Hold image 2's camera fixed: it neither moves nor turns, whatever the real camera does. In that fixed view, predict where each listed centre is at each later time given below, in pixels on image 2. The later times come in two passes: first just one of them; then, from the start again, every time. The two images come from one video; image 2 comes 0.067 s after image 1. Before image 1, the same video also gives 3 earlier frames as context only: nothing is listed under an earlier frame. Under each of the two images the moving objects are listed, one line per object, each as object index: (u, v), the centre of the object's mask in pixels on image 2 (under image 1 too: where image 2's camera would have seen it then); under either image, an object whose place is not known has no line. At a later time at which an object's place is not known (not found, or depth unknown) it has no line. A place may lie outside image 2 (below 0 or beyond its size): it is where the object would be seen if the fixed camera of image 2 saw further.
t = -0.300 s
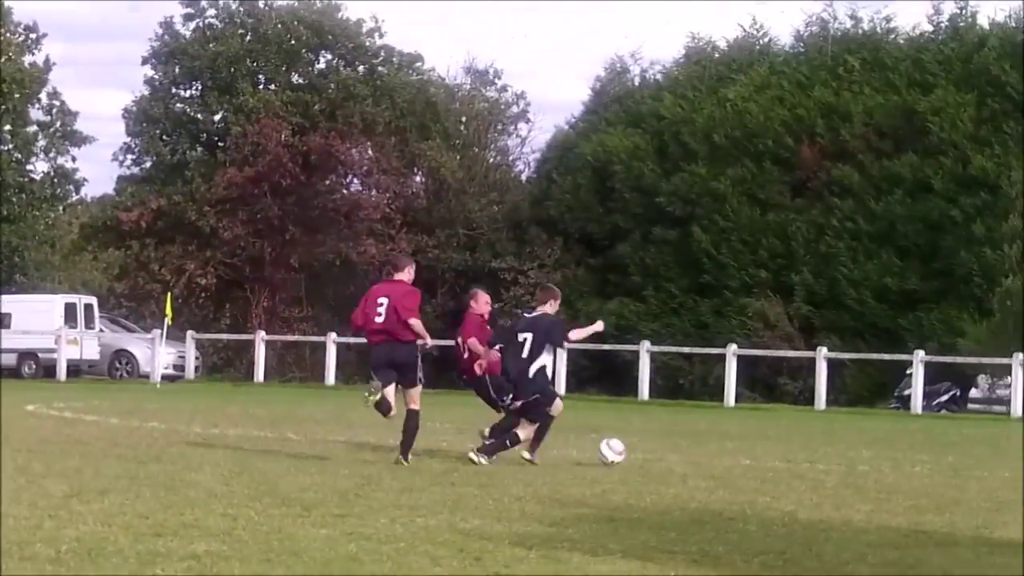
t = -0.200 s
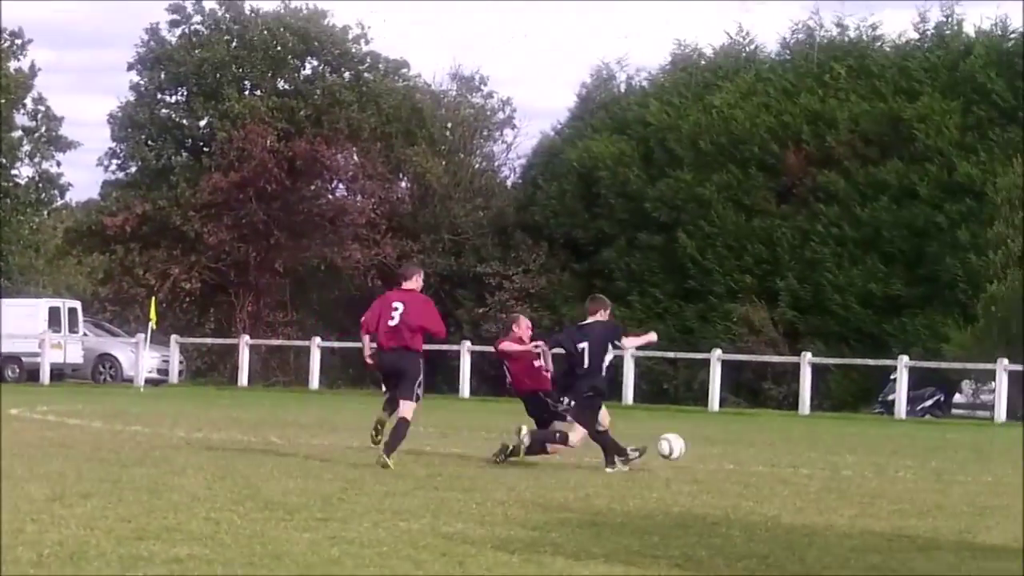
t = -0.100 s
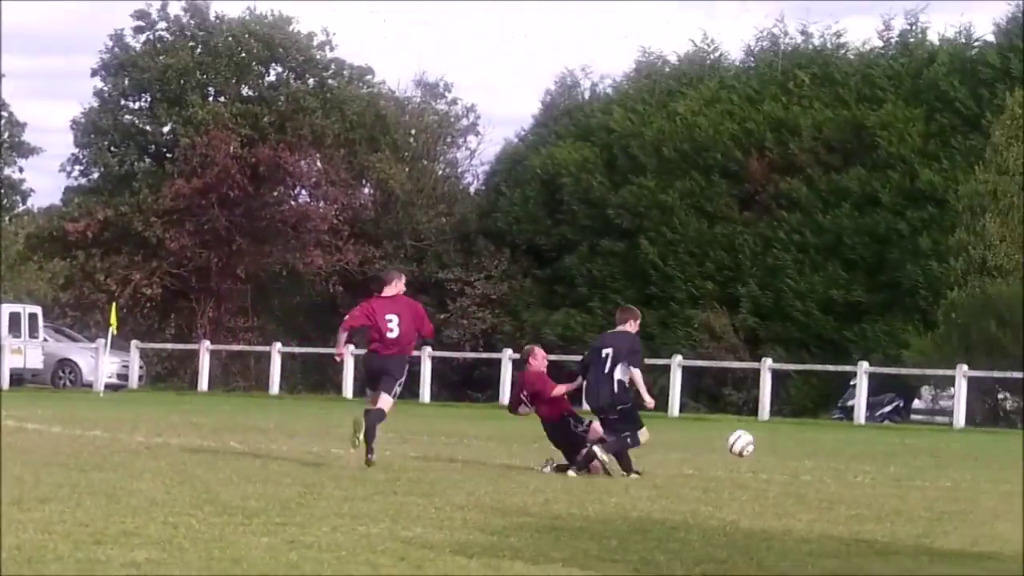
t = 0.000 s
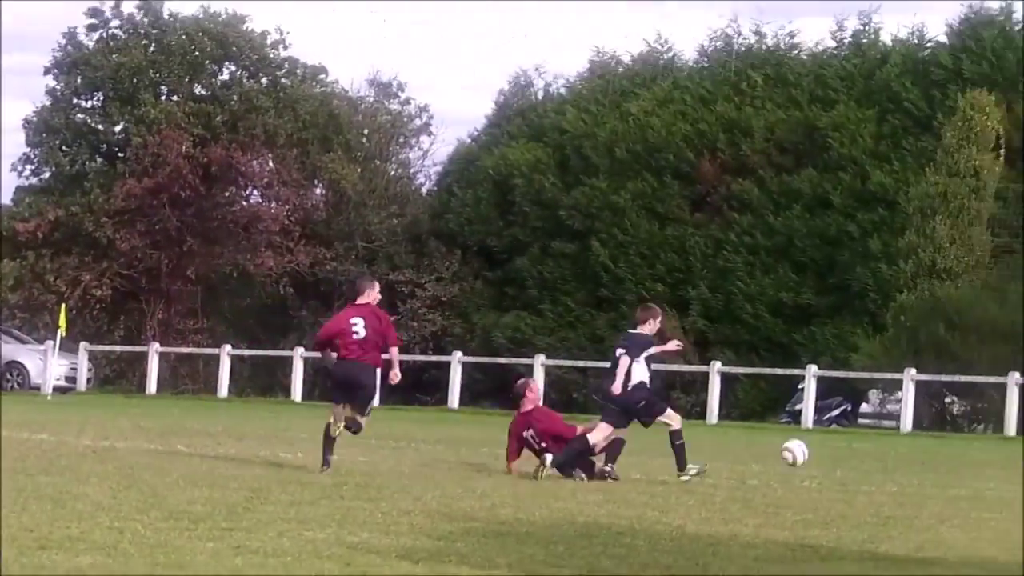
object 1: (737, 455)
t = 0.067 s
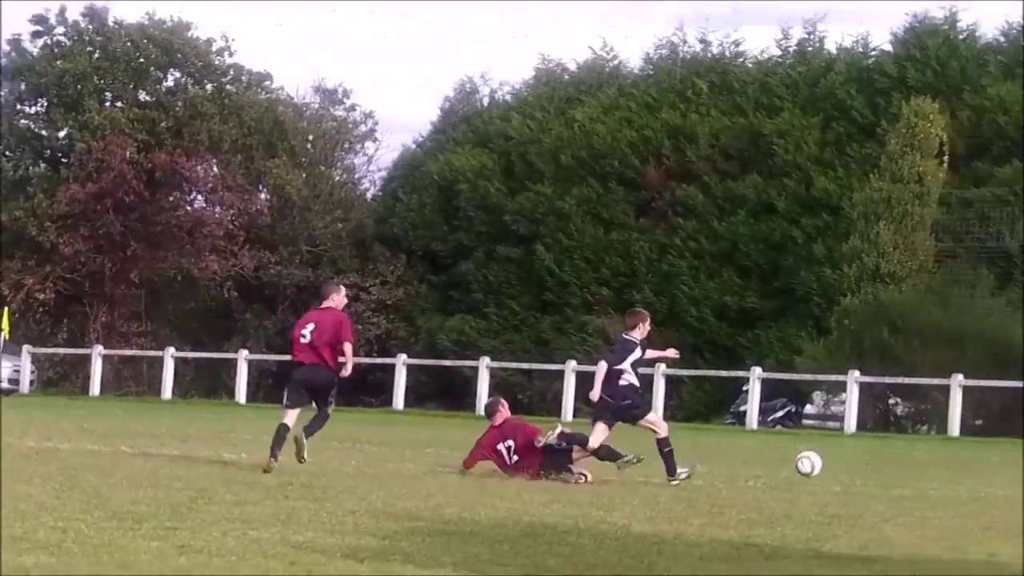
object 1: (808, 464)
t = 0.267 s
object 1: (975, 473)
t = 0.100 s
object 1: (843, 471)
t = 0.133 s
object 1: (875, 481)
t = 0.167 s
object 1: (905, 484)
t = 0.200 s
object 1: (927, 479)
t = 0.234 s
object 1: (951, 474)
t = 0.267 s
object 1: (975, 473)
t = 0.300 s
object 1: (997, 471)
